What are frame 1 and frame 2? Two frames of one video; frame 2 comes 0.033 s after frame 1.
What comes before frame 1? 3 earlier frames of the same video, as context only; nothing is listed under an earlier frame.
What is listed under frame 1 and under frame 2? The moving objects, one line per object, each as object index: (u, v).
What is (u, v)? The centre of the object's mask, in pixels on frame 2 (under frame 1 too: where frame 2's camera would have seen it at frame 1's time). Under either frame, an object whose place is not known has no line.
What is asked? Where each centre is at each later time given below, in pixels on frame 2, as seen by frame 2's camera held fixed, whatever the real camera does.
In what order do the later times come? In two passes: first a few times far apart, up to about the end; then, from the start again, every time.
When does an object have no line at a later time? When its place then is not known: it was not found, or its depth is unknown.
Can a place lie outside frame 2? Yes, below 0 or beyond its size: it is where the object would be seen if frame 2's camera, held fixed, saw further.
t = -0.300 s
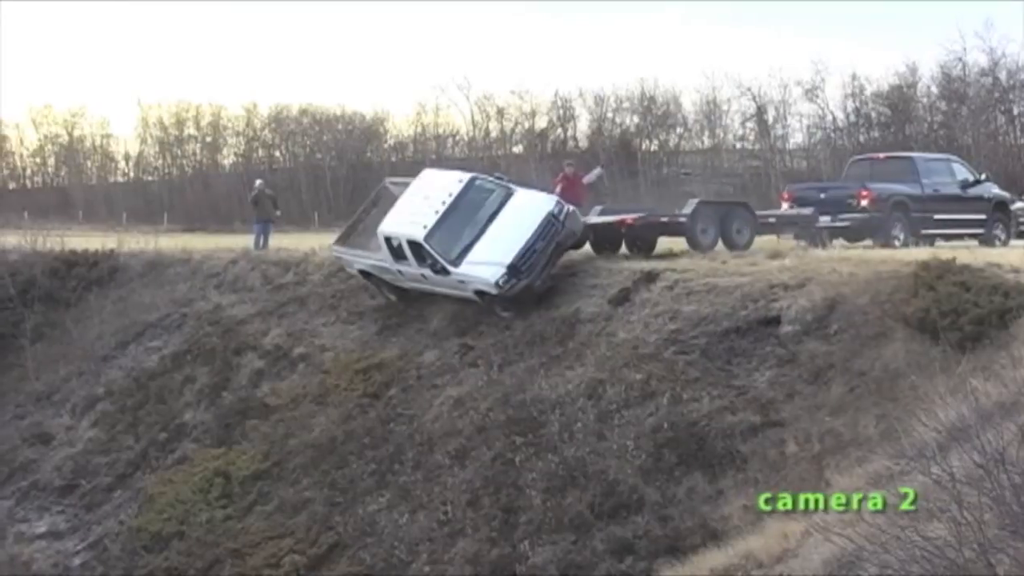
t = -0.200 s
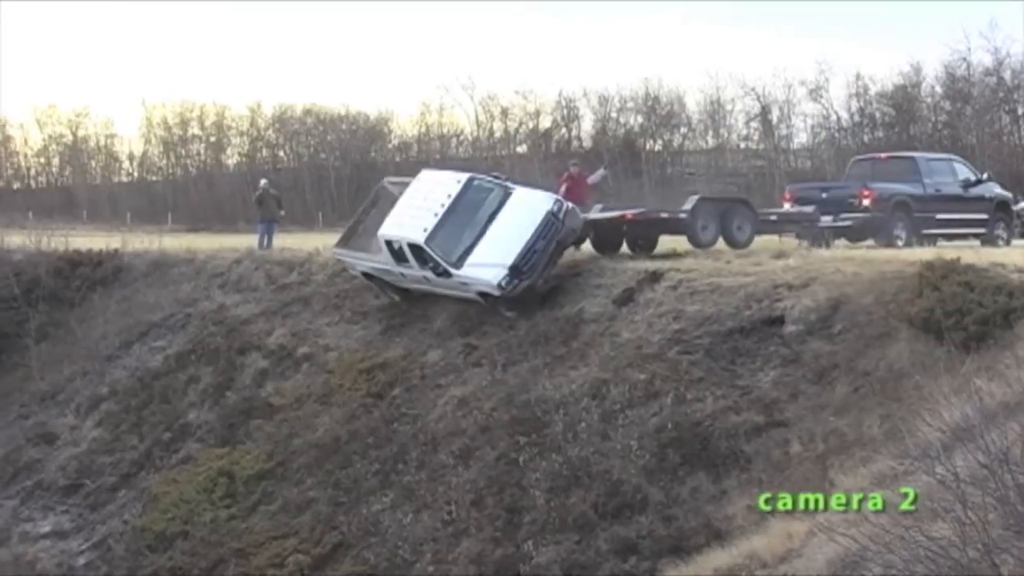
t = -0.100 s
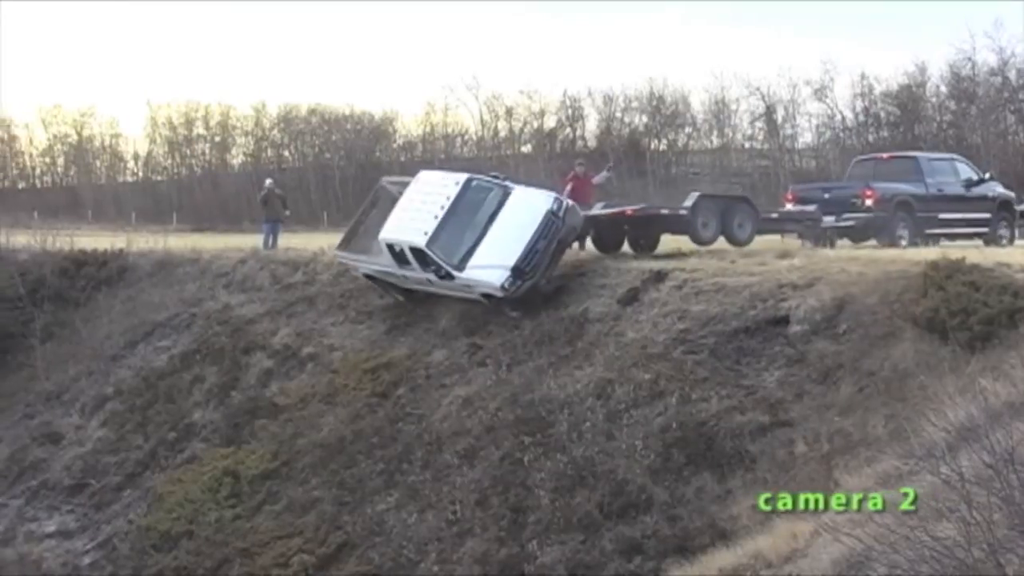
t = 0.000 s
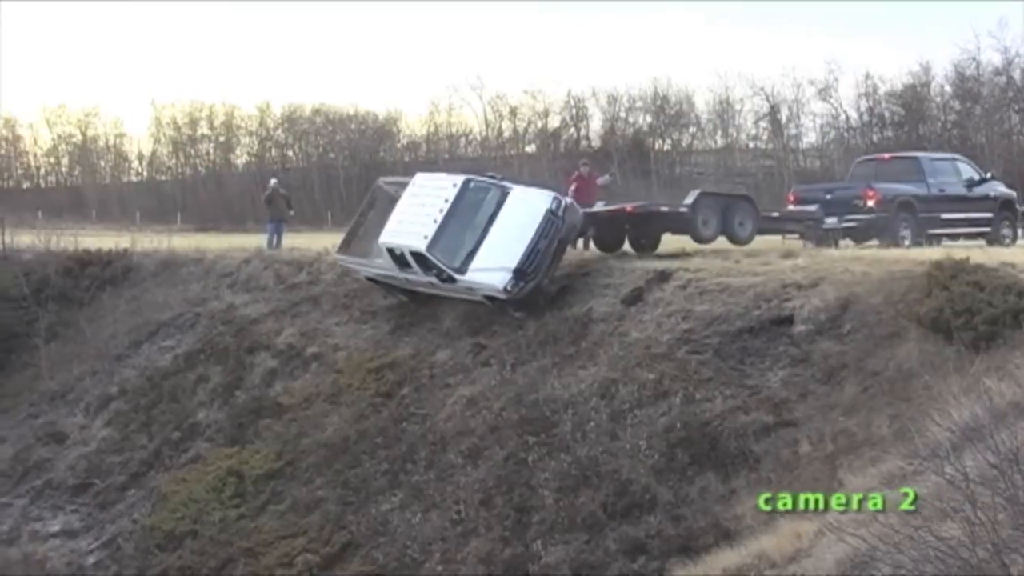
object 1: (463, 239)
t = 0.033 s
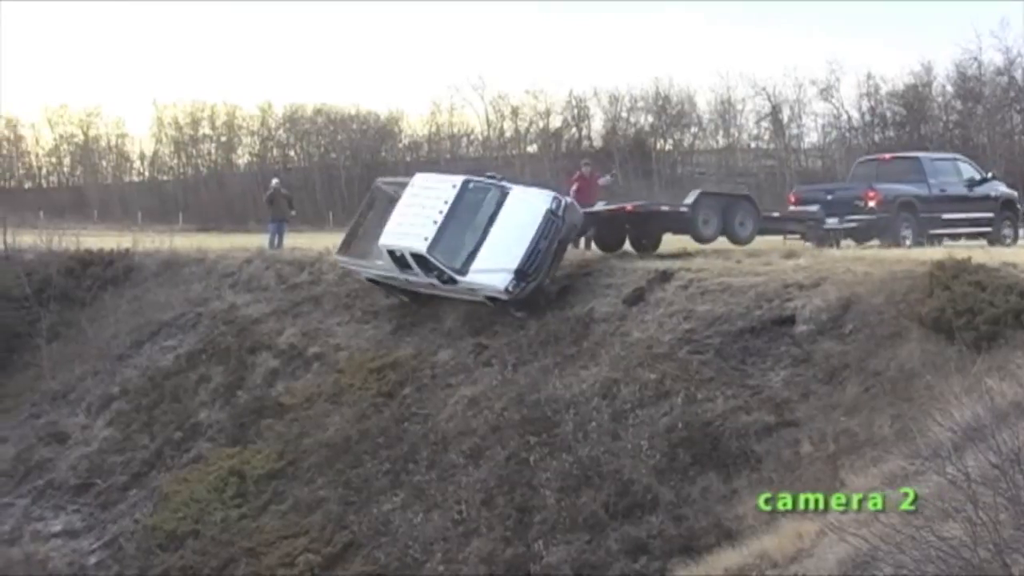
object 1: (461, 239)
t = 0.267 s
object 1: (451, 242)
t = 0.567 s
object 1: (439, 249)
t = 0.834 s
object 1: (424, 260)
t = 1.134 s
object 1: (402, 295)
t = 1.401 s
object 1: (374, 309)
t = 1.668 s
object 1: (336, 331)
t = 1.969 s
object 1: (294, 365)
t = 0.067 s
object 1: (460, 239)
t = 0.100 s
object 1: (459, 240)
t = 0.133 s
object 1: (458, 240)
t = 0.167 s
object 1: (456, 240)
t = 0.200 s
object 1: (455, 241)
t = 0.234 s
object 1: (453, 241)
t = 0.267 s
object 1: (451, 242)
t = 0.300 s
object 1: (450, 243)
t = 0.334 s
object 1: (448, 243)
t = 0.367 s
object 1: (447, 244)
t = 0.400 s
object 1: (446, 245)
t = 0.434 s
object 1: (444, 246)
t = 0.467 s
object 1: (443, 246)
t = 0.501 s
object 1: (441, 247)
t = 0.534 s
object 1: (440, 248)
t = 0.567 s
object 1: (439, 249)
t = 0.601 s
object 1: (437, 250)
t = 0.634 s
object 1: (436, 251)
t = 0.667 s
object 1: (434, 251)
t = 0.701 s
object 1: (432, 252)
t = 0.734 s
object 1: (430, 254)
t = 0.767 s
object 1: (428, 255)
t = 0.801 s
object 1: (426, 257)
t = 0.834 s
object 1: (424, 260)
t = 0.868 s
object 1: (423, 262)
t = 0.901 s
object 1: (421, 264)
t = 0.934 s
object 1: (418, 268)
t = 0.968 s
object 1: (415, 271)
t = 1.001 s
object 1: (412, 275)
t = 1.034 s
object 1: (409, 279)
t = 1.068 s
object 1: (407, 284)
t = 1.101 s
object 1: (405, 290)
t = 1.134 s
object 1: (402, 295)
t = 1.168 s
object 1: (399, 299)
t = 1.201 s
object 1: (396, 301)
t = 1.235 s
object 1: (392, 303)
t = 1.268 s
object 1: (387, 304)
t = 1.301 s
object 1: (384, 305)
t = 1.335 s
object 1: (381, 306)
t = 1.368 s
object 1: (378, 308)
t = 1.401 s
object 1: (374, 309)
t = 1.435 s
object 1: (371, 312)
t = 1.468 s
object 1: (366, 315)
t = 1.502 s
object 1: (362, 317)
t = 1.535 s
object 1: (356, 318)
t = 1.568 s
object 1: (352, 321)
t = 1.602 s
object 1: (347, 325)
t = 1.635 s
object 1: (342, 329)
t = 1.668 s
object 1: (336, 331)
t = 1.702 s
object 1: (331, 336)
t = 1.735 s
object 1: (328, 340)
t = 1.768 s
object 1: (323, 344)
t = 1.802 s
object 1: (320, 348)
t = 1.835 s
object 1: (315, 351)
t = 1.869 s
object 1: (310, 355)
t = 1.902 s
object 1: (305, 358)
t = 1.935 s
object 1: (300, 362)
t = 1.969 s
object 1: (294, 365)
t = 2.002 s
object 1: (287, 367)
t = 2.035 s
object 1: (282, 369)
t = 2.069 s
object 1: (275, 371)
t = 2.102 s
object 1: (269, 375)
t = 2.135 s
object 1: (262, 377)
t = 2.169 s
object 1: (256, 381)
